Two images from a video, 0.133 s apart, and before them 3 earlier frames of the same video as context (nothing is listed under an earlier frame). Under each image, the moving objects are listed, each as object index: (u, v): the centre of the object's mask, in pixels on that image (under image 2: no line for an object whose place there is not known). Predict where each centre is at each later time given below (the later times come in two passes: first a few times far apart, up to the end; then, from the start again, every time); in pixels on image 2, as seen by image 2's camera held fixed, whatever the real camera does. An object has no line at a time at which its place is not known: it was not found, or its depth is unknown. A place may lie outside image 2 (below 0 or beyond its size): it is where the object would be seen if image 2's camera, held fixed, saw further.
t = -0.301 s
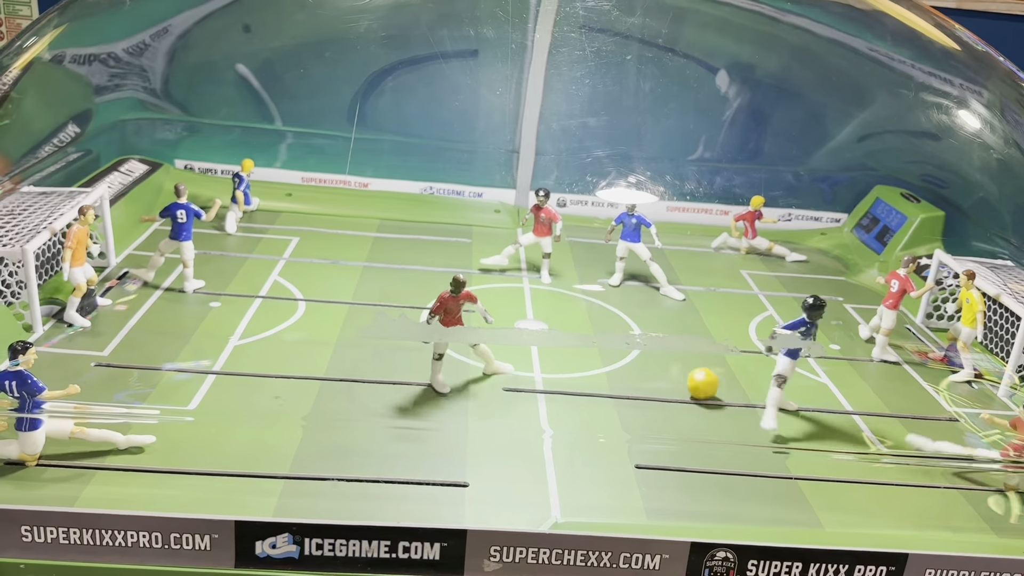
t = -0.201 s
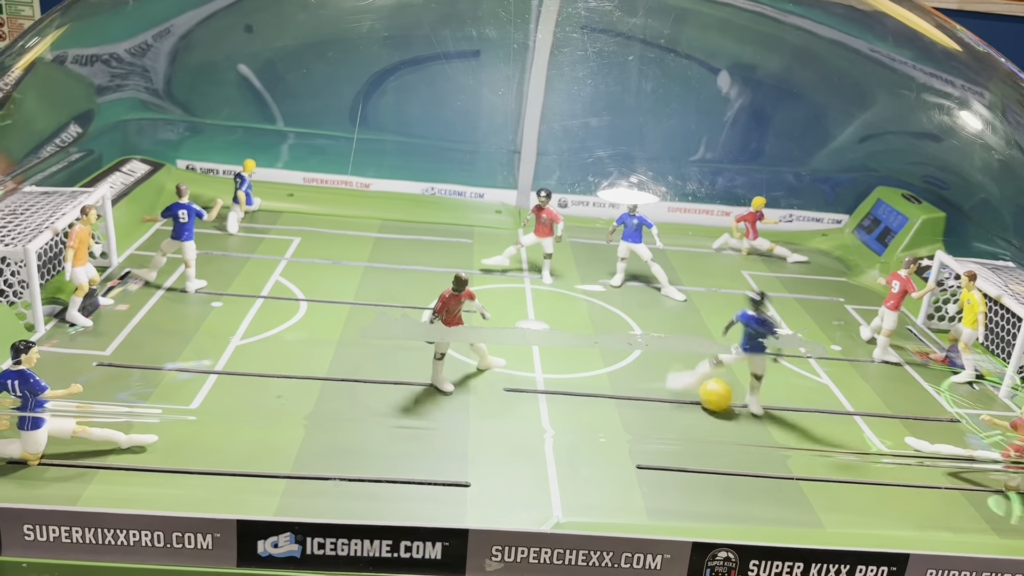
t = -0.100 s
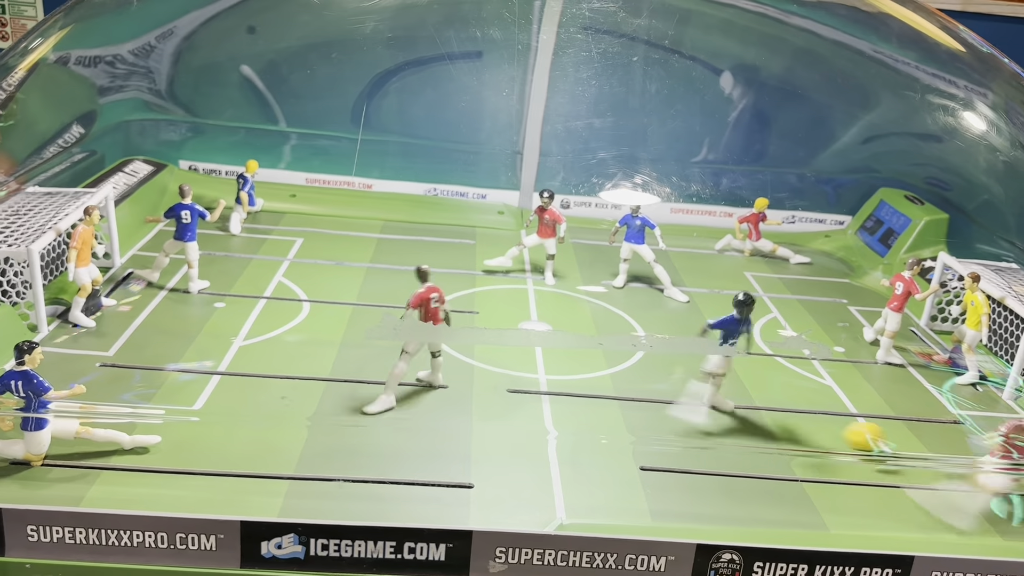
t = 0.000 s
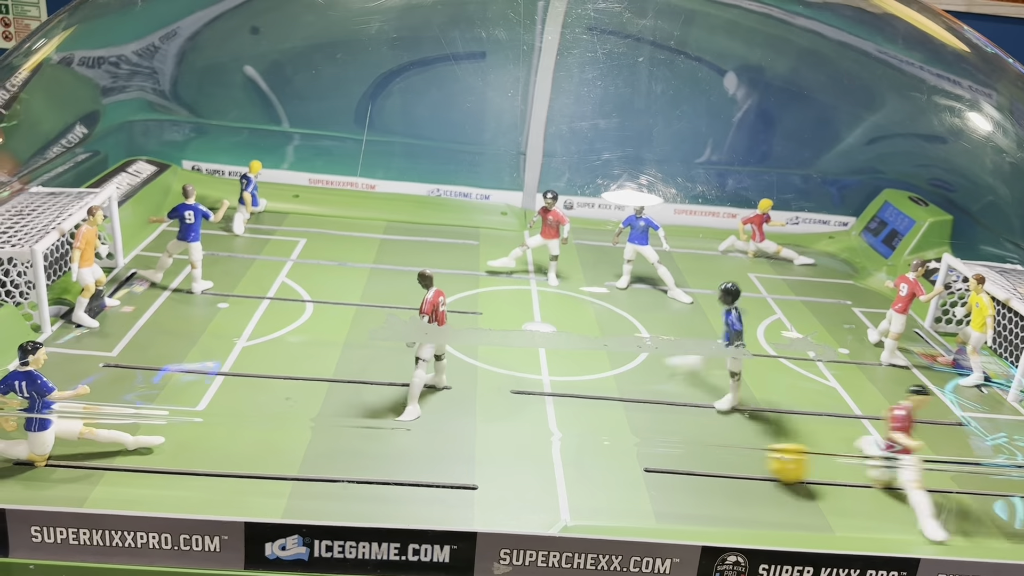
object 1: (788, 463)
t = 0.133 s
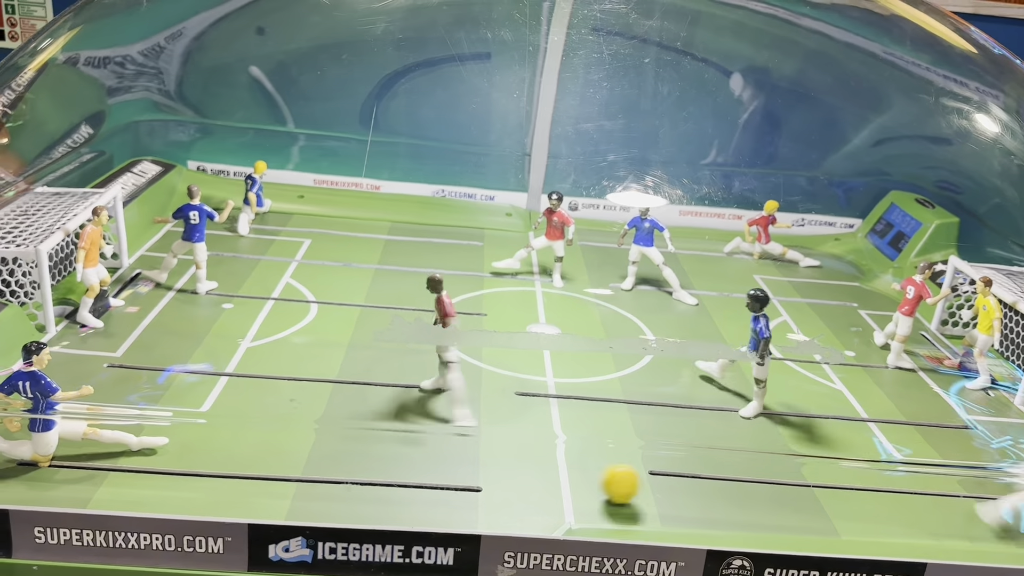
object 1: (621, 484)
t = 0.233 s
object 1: (528, 503)
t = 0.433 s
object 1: (382, 513)
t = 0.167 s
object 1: (587, 491)
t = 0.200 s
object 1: (556, 498)
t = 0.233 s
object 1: (528, 503)
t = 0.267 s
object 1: (501, 510)
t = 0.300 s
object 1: (474, 513)
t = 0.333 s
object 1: (450, 516)
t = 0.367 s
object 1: (425, 517)
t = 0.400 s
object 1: (403, 515)
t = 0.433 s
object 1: (382, 513)
